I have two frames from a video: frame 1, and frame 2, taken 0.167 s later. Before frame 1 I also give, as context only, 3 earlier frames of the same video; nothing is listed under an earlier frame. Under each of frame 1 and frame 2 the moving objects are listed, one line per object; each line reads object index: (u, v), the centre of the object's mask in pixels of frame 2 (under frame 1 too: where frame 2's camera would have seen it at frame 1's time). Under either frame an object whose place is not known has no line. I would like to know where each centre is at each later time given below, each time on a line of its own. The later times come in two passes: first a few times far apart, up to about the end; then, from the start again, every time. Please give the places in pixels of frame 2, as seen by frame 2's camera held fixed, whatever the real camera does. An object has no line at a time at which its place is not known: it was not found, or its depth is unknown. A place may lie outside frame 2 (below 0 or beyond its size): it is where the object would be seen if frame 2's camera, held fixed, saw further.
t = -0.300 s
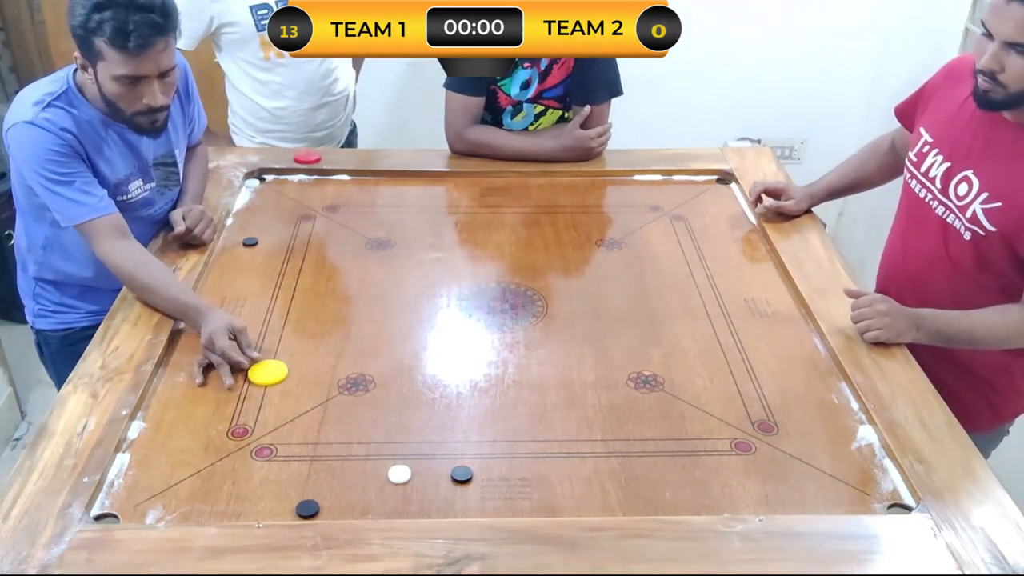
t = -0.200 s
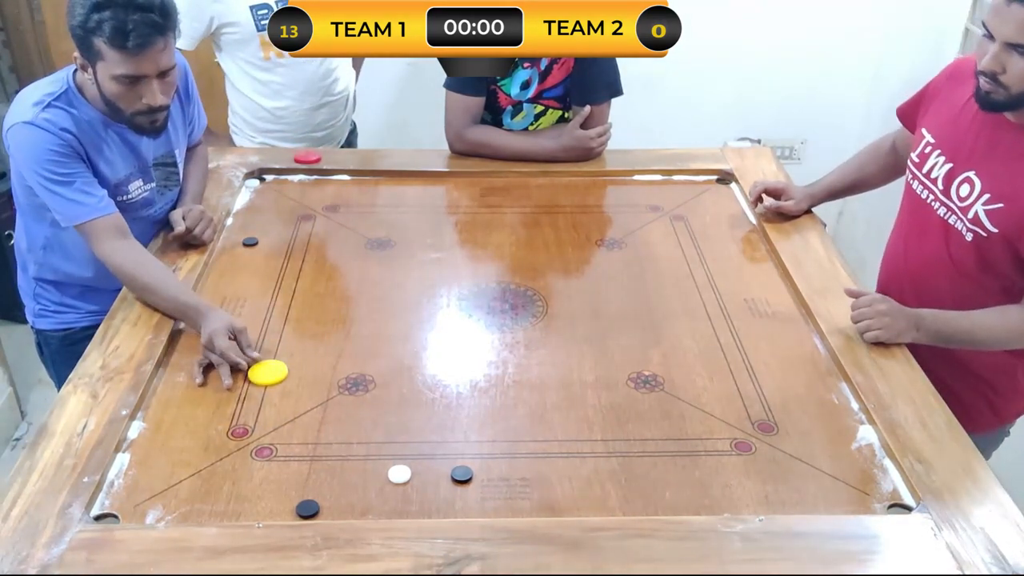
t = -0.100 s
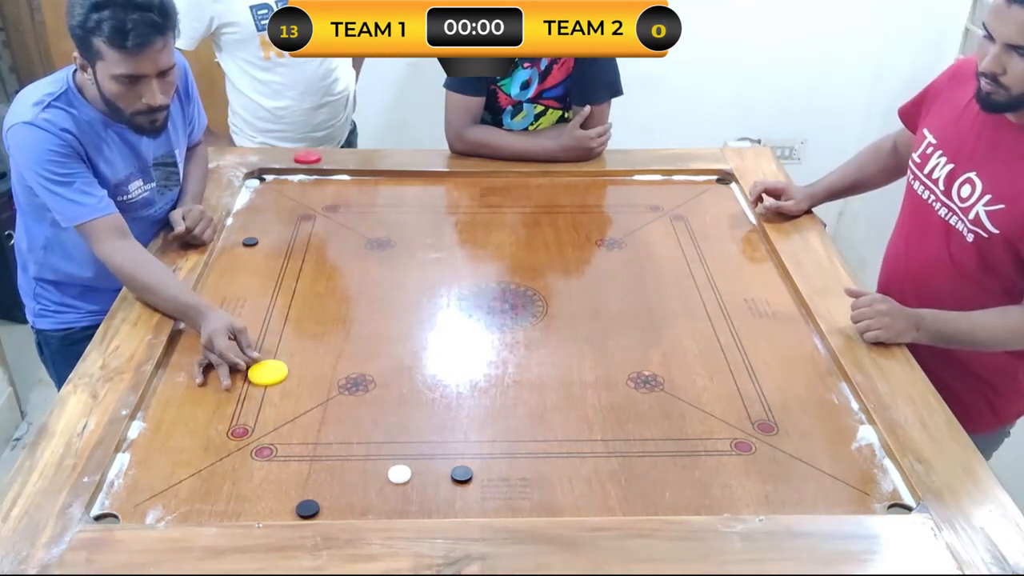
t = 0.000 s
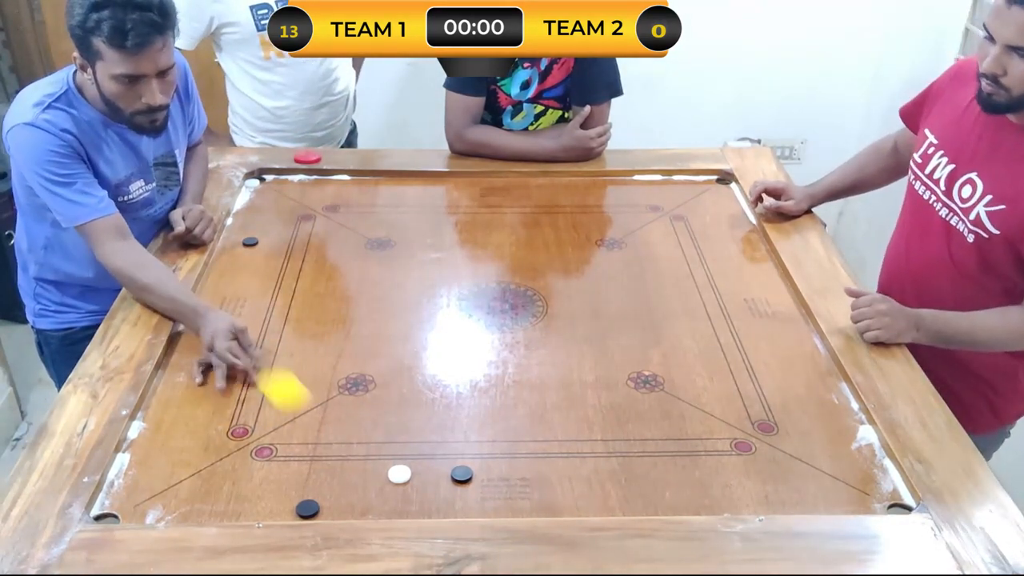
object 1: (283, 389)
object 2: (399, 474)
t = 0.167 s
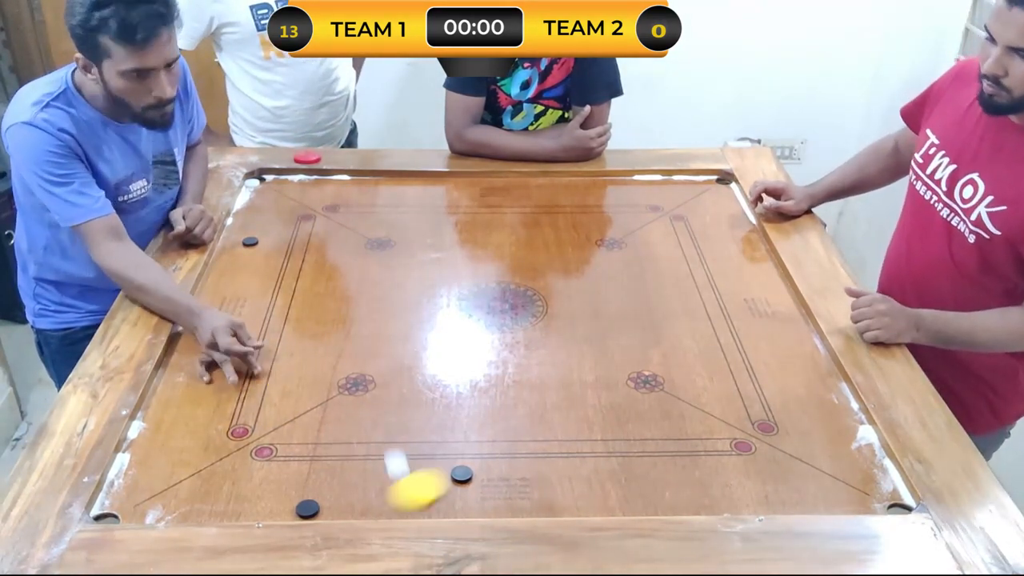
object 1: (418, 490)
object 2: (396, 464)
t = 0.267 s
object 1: (468, 451)
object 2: (380, 405)
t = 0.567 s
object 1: (558, 375)
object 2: (349, 292)
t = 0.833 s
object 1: (603, 336)
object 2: (333, 236)
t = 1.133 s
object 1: (627, 315)
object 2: (324, 201)
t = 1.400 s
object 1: (632, 310)
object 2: (322, 189)
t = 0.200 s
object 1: (439, 475)
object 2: (391, 443)
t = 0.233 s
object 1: (454, 463)
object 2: (385, 423)
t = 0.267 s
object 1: (468, 451)
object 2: (380, 405)
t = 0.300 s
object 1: (480, 441)
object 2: (376, 388)
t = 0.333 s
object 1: (493, 431)
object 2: (372, 373)
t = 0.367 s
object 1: (504, 422)
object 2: (368, 359)
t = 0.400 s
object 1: (514, 413)
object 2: (364, 345)
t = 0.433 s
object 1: (524, 404)
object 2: (361, 333)
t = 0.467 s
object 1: (533, 397)
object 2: (358, 321)
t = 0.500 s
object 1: (542, 389)
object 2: (355, 311)
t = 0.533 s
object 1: (550, 382)
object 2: (352, 301)
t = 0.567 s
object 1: (558, 375)
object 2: (349, 292)
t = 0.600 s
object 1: (566, 369)
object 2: (347, 283)
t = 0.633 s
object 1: (572, 363)
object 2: (345, 274)
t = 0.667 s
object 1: (578, 358)
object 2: (342, 267)
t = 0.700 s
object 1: (584, 353)
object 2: (340, 260)
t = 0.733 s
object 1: (589, 348)
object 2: (339, 253)
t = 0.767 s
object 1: (594, 344)
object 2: (337, 247)
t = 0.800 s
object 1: (599, 340)
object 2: (335, 241)
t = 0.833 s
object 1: (603, 336)
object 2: (333, 236)
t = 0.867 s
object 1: (607, 333)
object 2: (332, 230)
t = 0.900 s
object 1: (611, 330)
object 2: (330, 226)
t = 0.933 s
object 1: (614, 327)
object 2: (329, 221)
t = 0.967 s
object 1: (617, 325)
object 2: (328, 217)
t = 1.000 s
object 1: (619, 322)
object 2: (327, 213)
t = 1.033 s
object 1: (622, 320)
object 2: (326, 209)
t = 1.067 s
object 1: (624, 318)
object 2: (326, 206)
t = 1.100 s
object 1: (626, 316)
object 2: (325, 203)
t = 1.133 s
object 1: (627, 315)
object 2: (324, 201)
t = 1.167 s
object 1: (629, 313)
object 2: (324, 199)
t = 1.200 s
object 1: (630, 312)
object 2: (323, 197)
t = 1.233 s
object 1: (631, 311)
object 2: (323, 195)
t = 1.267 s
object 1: (631, 311)
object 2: (323, 193)
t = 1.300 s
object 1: (632, 310)
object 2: (322, 192)
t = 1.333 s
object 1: (632, 310)
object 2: (322, 191)
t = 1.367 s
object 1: (632, 310)
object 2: (322, 190)
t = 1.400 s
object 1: (632, 310)
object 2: (322, 189)
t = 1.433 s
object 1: (632, 310)
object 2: (322, 189)
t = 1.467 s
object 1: (632, 310)
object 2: (322, 189)
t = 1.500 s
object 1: (632, 310)
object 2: (322, 189)
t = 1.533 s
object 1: (632, 310)
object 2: (322, 189)
